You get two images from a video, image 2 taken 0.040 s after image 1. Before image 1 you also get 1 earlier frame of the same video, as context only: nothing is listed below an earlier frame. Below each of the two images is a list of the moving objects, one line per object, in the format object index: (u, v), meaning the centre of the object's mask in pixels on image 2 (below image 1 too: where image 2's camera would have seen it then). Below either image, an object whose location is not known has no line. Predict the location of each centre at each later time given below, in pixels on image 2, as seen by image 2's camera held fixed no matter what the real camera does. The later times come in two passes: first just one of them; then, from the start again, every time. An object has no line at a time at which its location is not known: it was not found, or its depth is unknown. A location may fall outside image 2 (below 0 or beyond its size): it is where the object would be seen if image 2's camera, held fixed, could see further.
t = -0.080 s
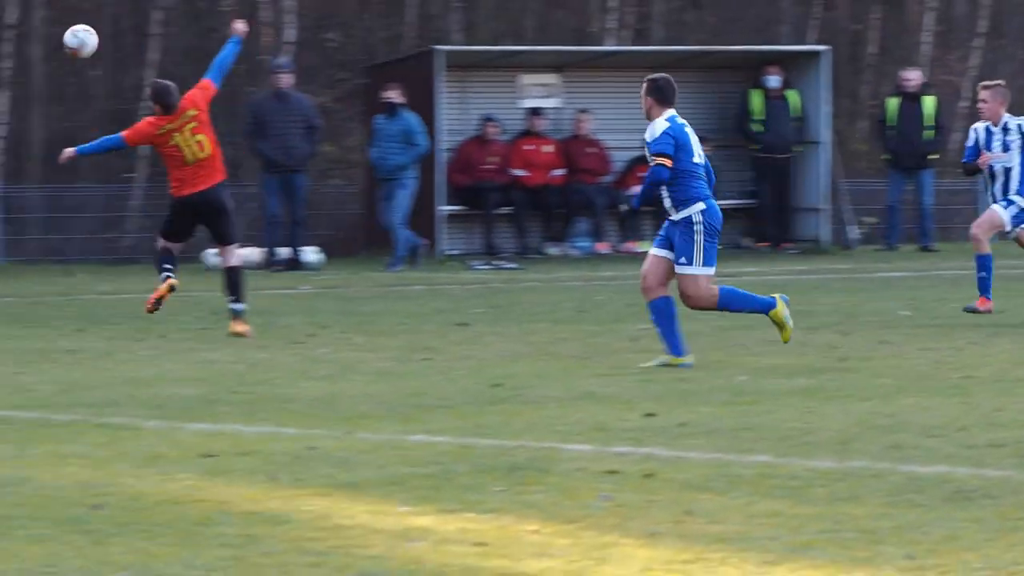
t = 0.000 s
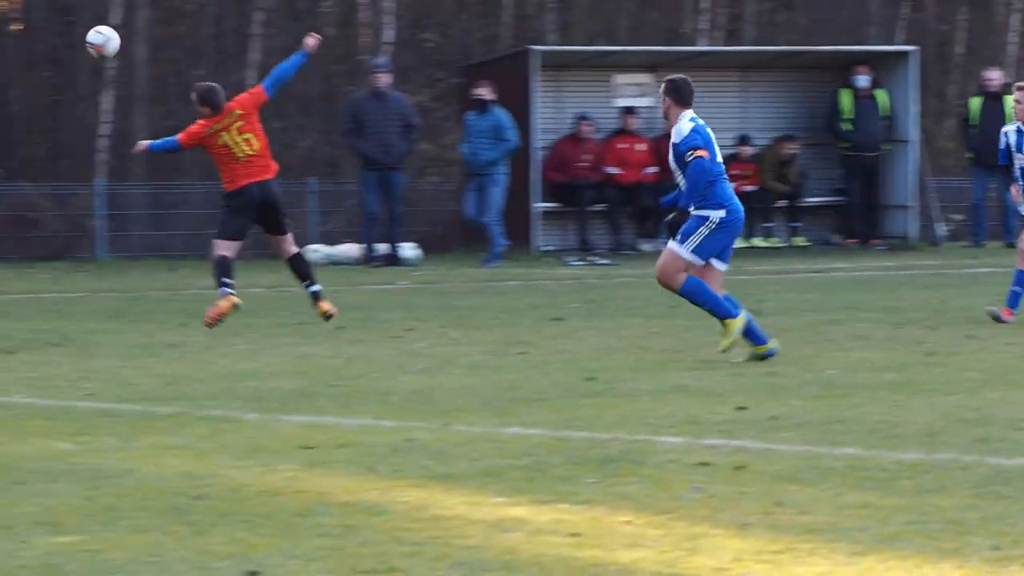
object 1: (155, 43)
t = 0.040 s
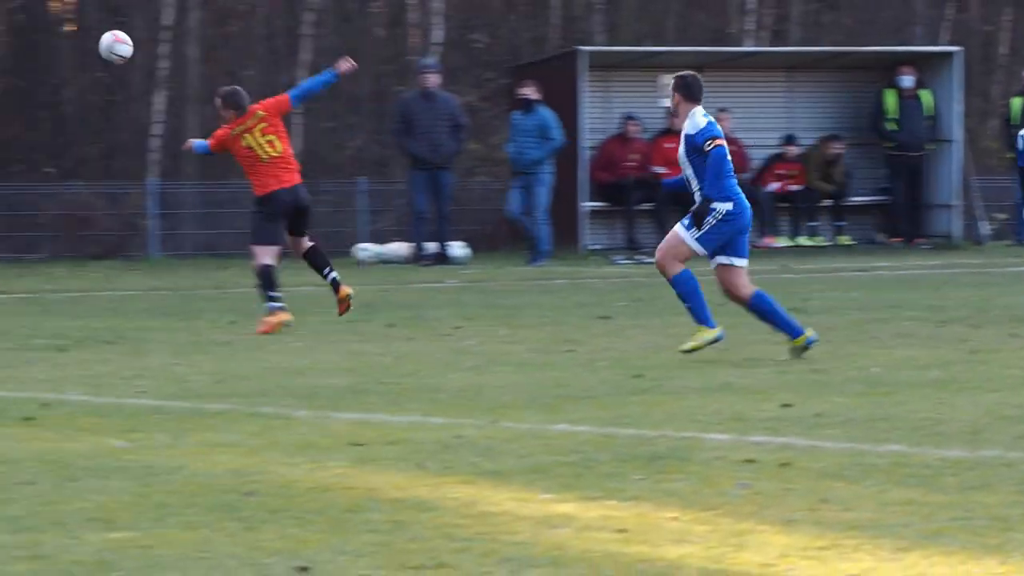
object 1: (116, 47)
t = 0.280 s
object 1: (-138, 113)
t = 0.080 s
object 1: (75, 52)
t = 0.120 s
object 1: (34, 60)
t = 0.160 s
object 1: (-8, 70)
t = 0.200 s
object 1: (-51, 82)
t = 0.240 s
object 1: (-95, 96)
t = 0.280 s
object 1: (-138, 113)
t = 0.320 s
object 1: (-184, 134)
